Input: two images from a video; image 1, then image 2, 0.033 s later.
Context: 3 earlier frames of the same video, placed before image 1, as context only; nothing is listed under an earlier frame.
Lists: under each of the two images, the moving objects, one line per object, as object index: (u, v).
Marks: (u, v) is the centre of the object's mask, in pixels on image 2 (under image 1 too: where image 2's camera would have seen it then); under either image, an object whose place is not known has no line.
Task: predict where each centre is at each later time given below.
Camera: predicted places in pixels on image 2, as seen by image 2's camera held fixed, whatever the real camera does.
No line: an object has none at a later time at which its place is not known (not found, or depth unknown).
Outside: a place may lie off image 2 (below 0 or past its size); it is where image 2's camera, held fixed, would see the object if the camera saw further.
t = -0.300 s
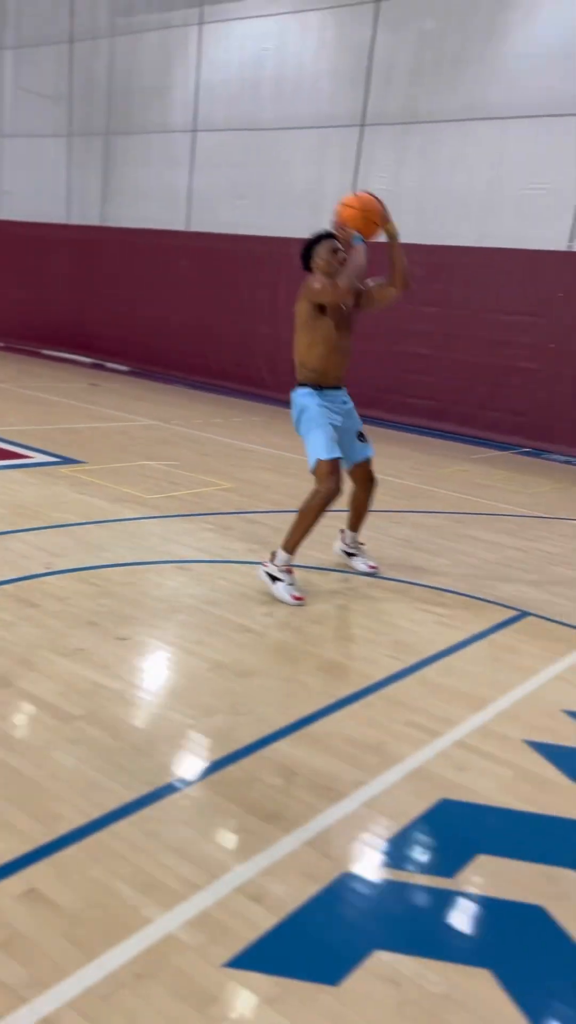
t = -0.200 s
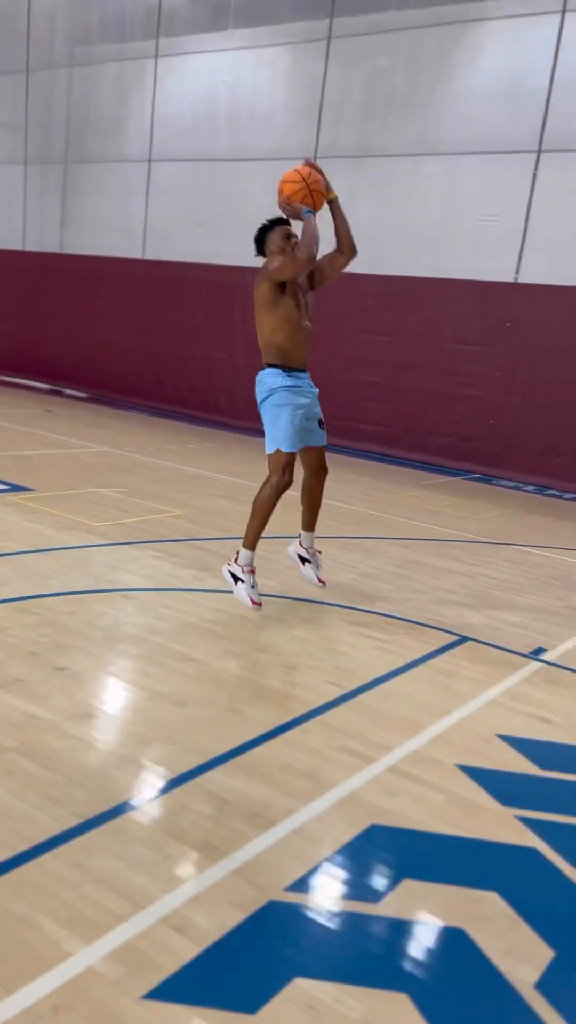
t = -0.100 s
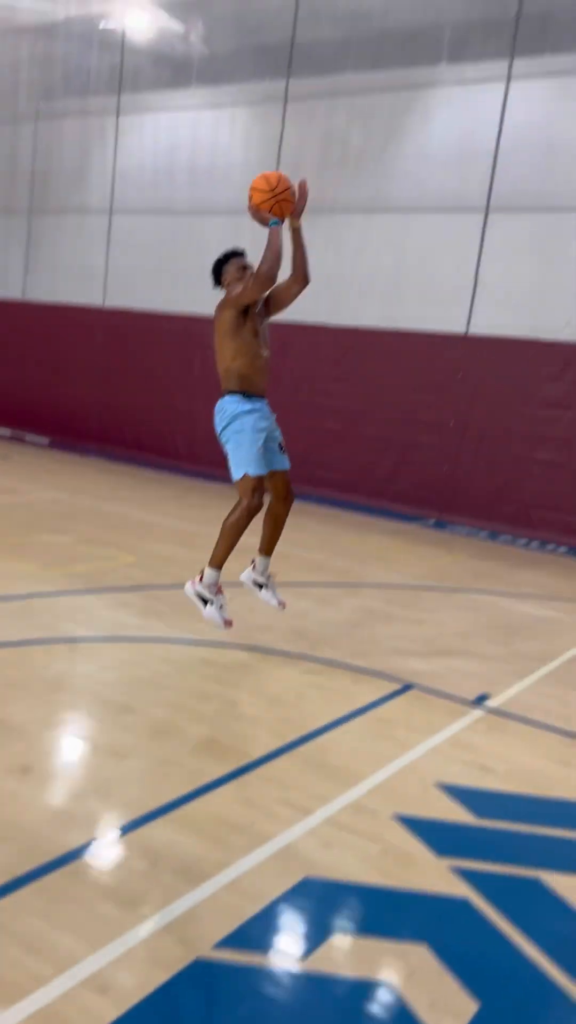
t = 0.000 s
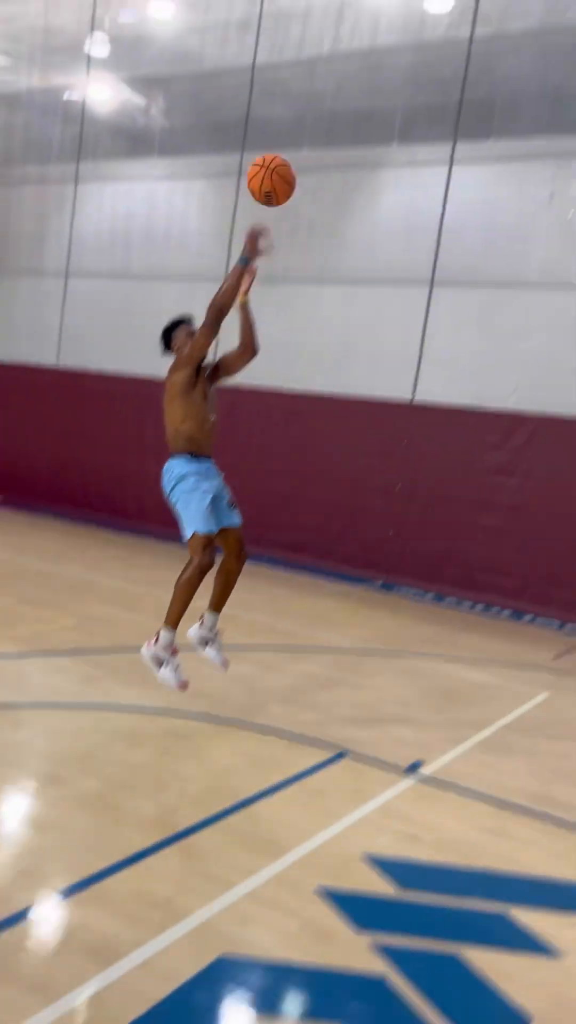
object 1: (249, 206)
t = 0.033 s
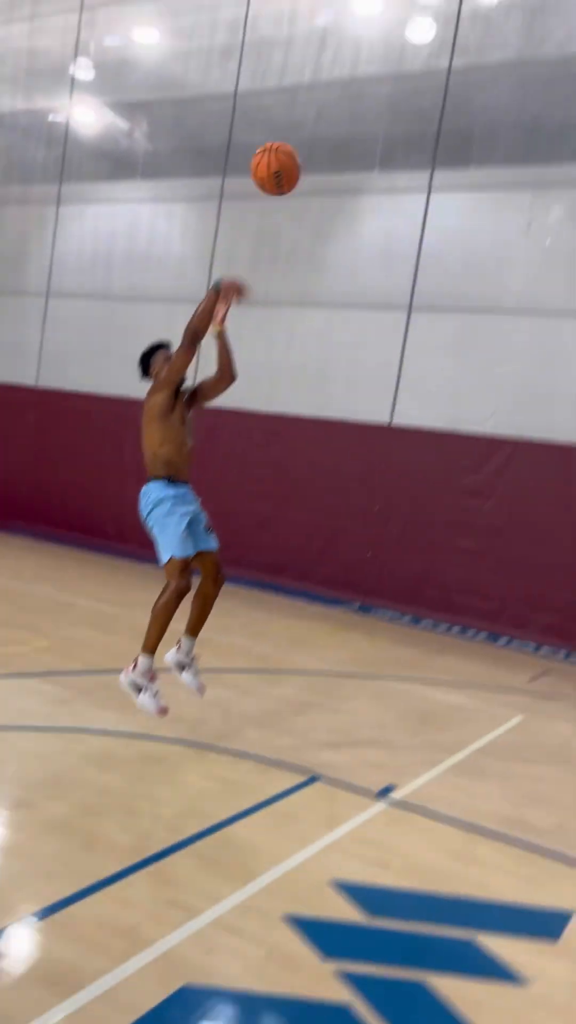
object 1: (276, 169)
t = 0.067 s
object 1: (302, 133)
